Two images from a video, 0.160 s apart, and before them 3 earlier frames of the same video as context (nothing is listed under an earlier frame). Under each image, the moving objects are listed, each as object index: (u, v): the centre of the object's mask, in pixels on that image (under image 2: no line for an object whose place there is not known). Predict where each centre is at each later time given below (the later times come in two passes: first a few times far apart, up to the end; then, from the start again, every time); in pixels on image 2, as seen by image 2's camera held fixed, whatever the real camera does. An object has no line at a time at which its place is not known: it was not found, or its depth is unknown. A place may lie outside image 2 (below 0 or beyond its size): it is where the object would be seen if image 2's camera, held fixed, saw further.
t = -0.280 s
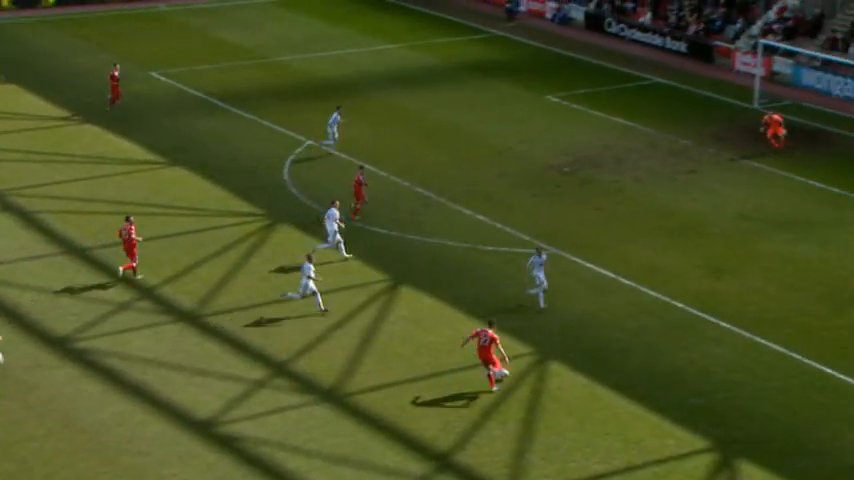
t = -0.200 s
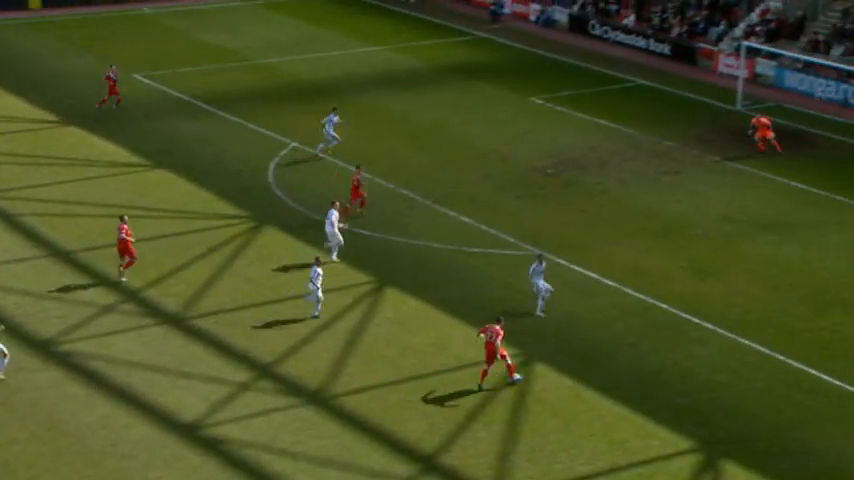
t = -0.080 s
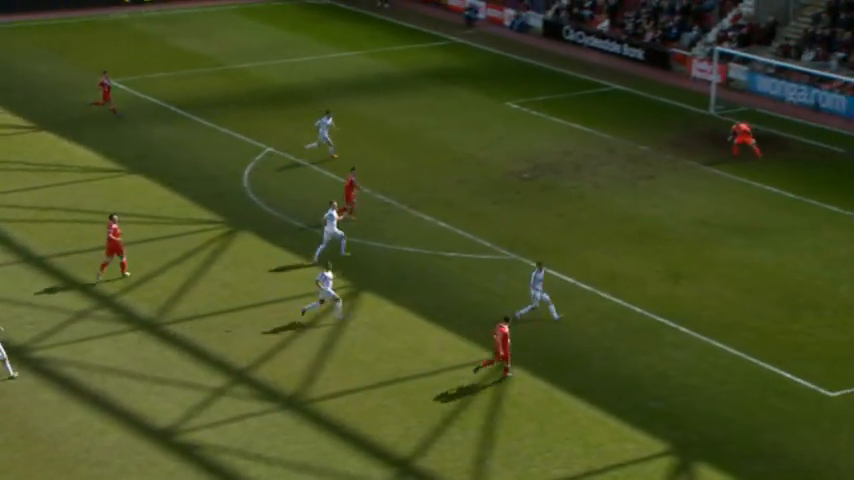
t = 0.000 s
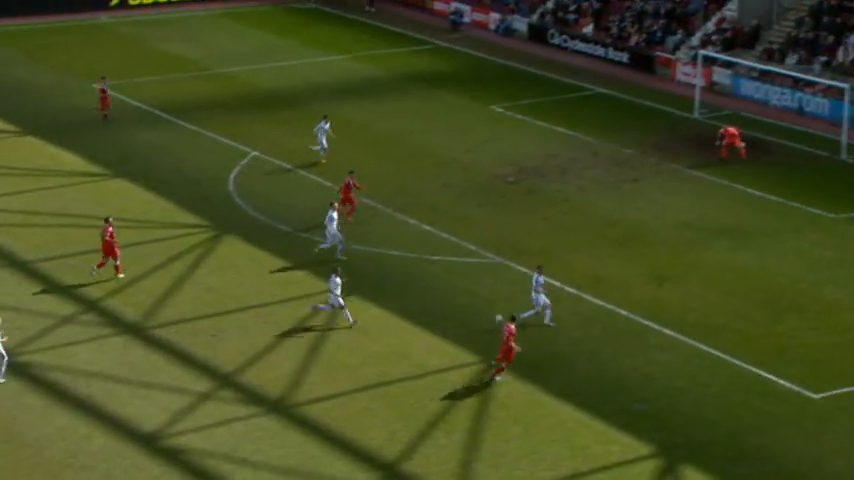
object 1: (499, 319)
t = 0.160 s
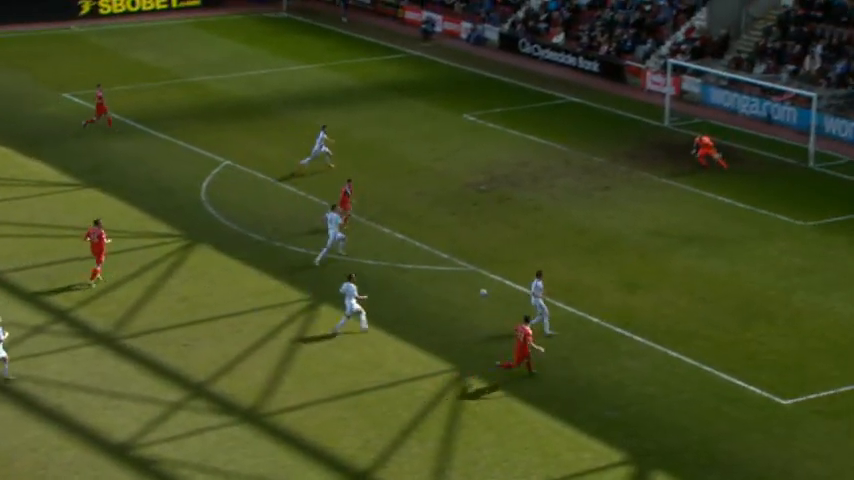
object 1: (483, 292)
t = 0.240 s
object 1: (487, 280)
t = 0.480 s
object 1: (497, 261)
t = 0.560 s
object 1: (502, 245)
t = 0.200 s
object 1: (485, 286)
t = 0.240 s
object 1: (487, 280)
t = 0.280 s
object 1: (489, 276)
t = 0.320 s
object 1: (491, 274)
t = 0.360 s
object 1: (493, 271)
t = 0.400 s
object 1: (494, 270)
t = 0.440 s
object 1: (495, 270)
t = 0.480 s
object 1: (497, 261)
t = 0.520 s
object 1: (499, 253)
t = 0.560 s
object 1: (502, 245)
